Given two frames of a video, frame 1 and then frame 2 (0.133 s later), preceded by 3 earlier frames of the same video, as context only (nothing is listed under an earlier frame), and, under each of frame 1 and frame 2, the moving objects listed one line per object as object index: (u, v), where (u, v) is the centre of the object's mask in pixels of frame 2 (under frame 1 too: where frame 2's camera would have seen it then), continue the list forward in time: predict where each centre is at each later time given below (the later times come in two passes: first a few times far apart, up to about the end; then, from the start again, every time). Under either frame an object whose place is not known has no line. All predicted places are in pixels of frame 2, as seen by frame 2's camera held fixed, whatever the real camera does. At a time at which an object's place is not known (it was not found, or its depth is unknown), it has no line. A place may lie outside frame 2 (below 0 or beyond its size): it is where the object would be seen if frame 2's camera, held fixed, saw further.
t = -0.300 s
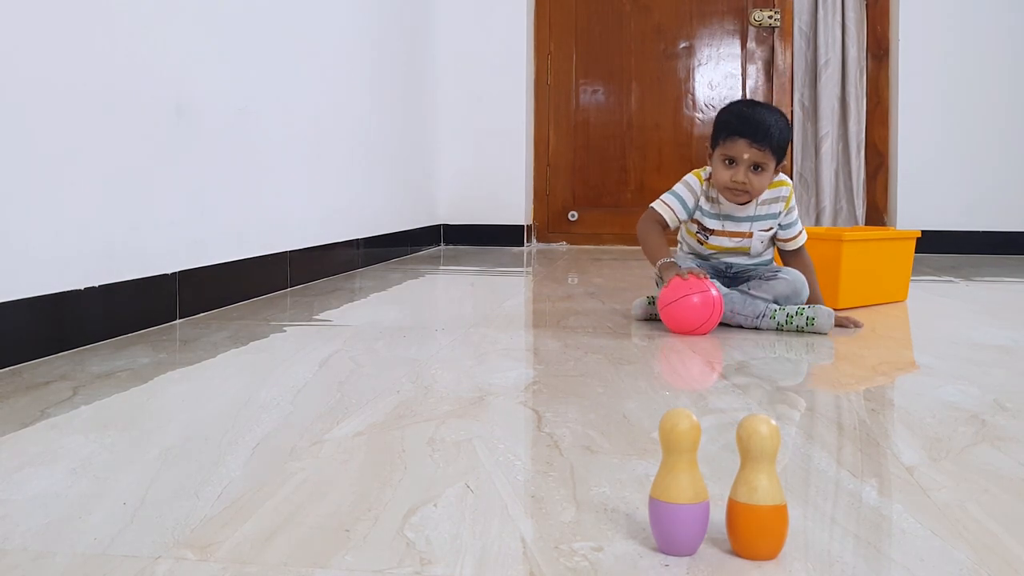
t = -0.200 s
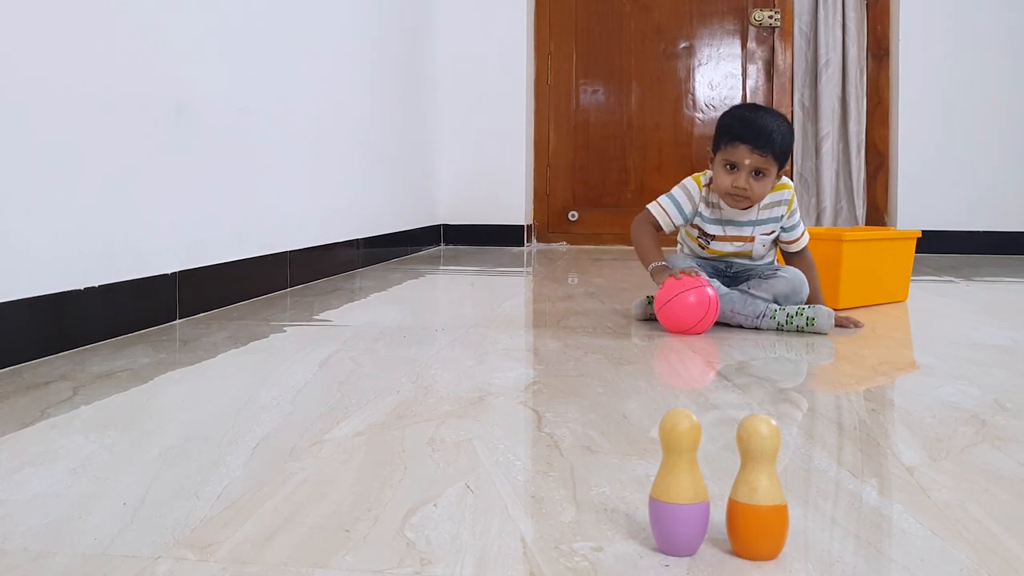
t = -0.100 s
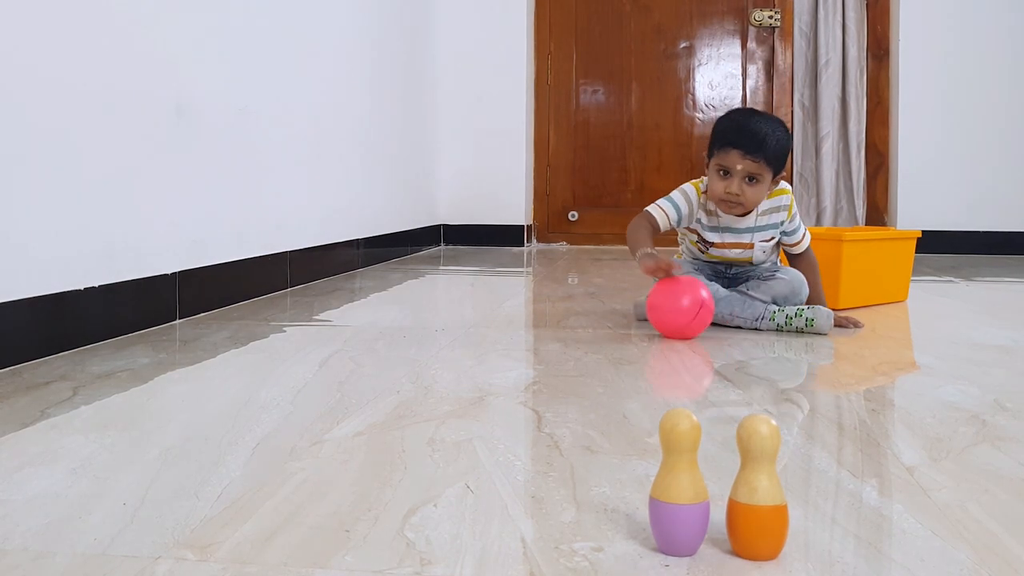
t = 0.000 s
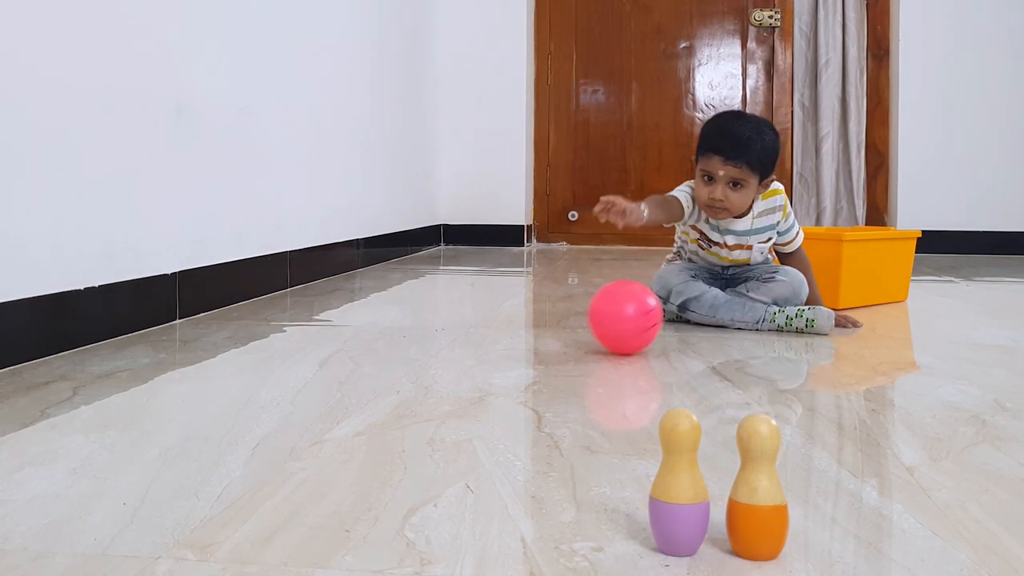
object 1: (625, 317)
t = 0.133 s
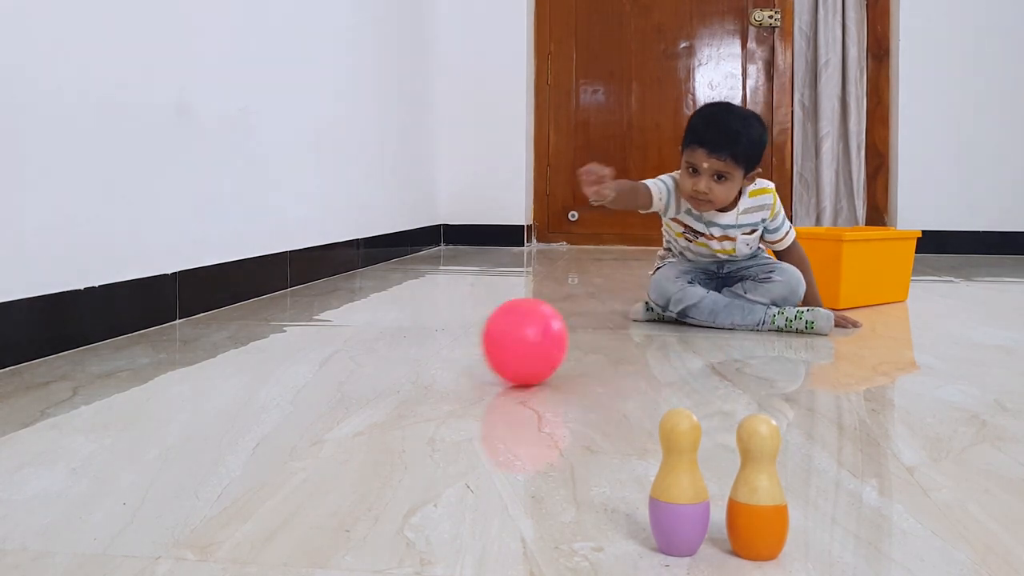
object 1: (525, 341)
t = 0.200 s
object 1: (463, 343)
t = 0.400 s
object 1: (197, 418)
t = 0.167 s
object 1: (496, 343)
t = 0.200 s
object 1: (463, 343)
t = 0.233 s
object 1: (427, 351)
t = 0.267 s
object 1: (385, 374)
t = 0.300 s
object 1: (342, 382)
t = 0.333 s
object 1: (300, 390)
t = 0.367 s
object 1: (251, 407)
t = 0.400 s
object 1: (197, 418)
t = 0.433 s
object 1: (136, 433)
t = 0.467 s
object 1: (69, 451)
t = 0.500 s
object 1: (34, 463)
